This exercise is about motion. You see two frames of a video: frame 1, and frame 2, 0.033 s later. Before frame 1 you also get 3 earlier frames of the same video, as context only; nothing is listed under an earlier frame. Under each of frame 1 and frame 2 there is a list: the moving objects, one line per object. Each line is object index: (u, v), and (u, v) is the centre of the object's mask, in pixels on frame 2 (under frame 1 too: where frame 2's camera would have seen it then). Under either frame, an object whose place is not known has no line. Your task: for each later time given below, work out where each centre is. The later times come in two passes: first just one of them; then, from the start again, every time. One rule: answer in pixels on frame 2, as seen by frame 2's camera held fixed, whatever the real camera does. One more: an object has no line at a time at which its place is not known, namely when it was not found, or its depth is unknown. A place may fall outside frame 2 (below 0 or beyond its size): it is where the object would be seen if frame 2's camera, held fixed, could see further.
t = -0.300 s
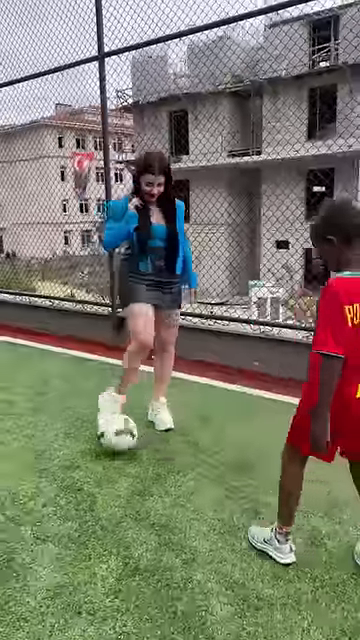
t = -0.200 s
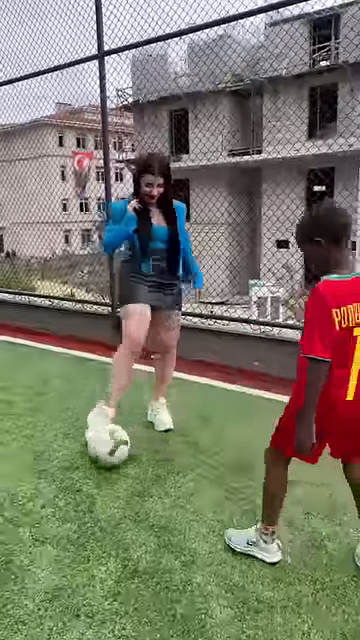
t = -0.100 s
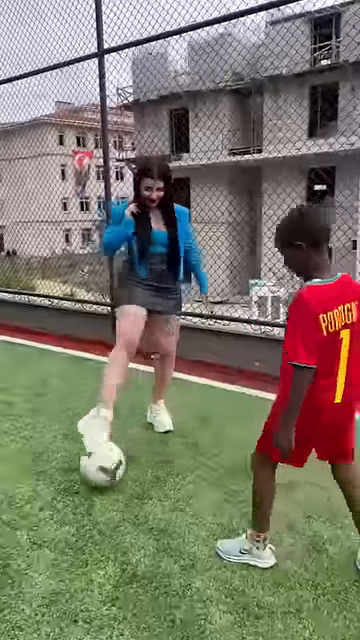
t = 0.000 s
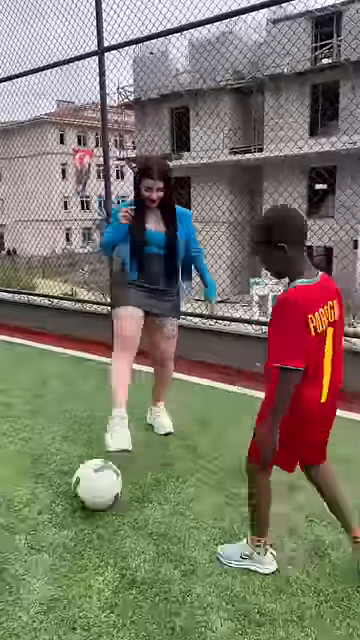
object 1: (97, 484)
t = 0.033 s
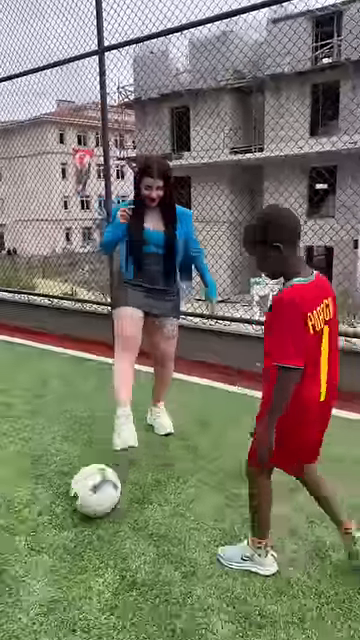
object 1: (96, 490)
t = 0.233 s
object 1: (85, 526)
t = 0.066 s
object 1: (94, 495)
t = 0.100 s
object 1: (92, 502)
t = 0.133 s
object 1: (90, 505)
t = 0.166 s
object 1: (89, 512)
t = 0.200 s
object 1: (87, 520)
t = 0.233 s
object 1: (85, 526)
